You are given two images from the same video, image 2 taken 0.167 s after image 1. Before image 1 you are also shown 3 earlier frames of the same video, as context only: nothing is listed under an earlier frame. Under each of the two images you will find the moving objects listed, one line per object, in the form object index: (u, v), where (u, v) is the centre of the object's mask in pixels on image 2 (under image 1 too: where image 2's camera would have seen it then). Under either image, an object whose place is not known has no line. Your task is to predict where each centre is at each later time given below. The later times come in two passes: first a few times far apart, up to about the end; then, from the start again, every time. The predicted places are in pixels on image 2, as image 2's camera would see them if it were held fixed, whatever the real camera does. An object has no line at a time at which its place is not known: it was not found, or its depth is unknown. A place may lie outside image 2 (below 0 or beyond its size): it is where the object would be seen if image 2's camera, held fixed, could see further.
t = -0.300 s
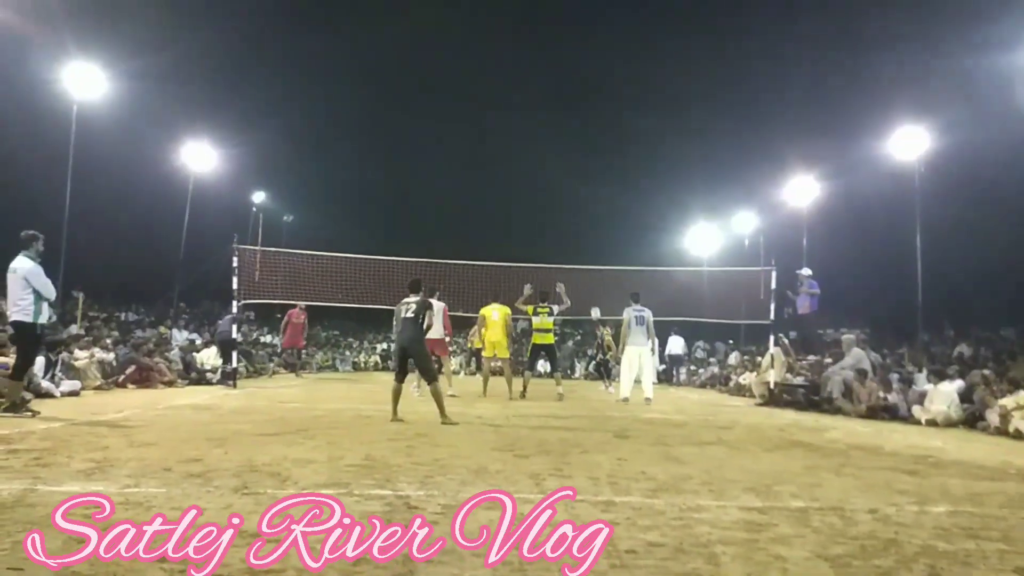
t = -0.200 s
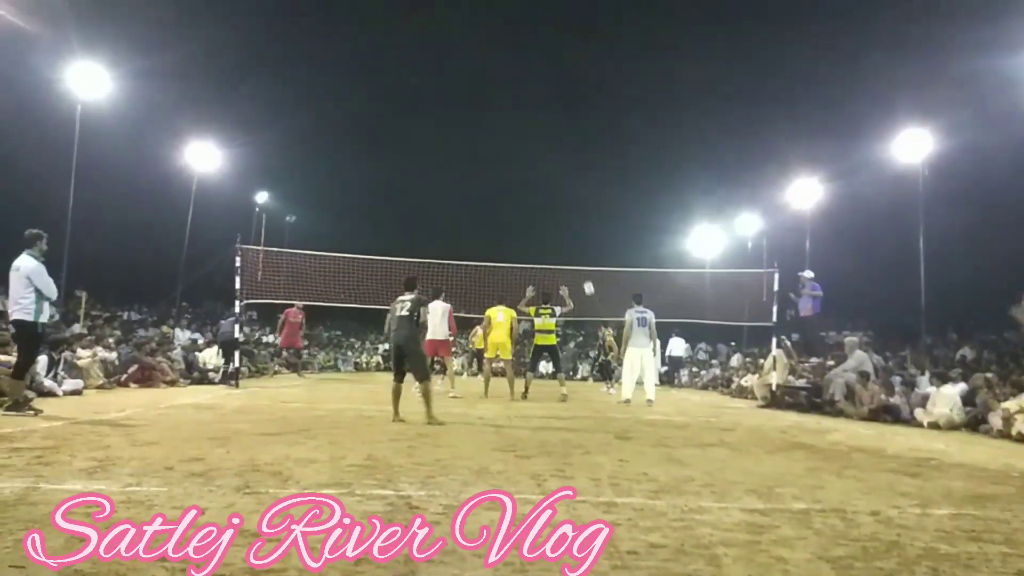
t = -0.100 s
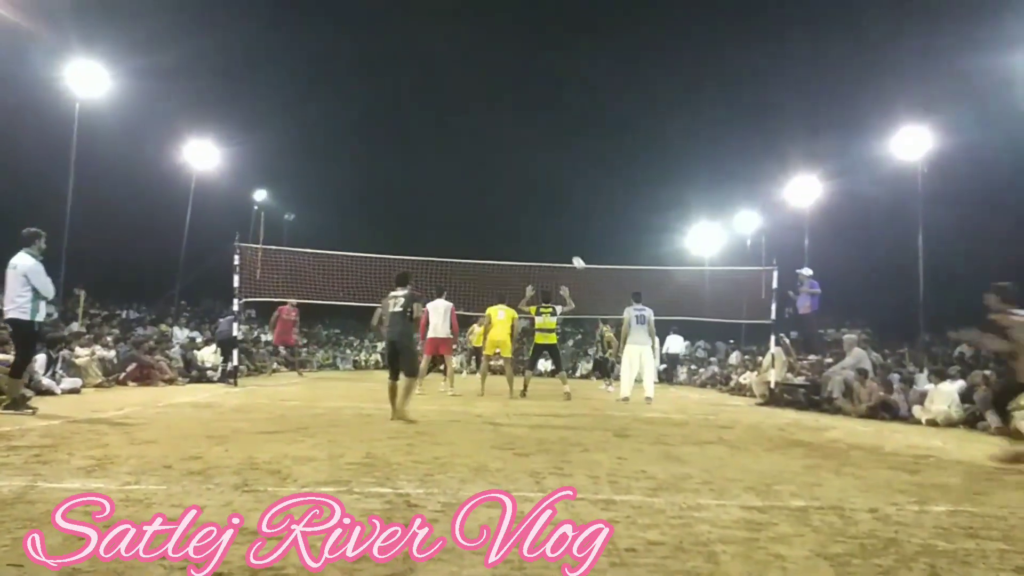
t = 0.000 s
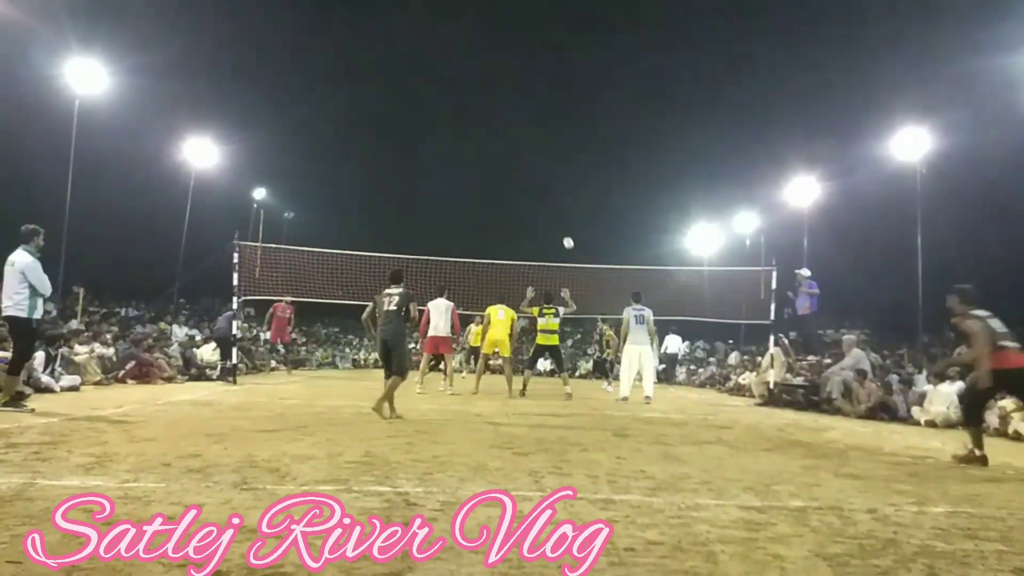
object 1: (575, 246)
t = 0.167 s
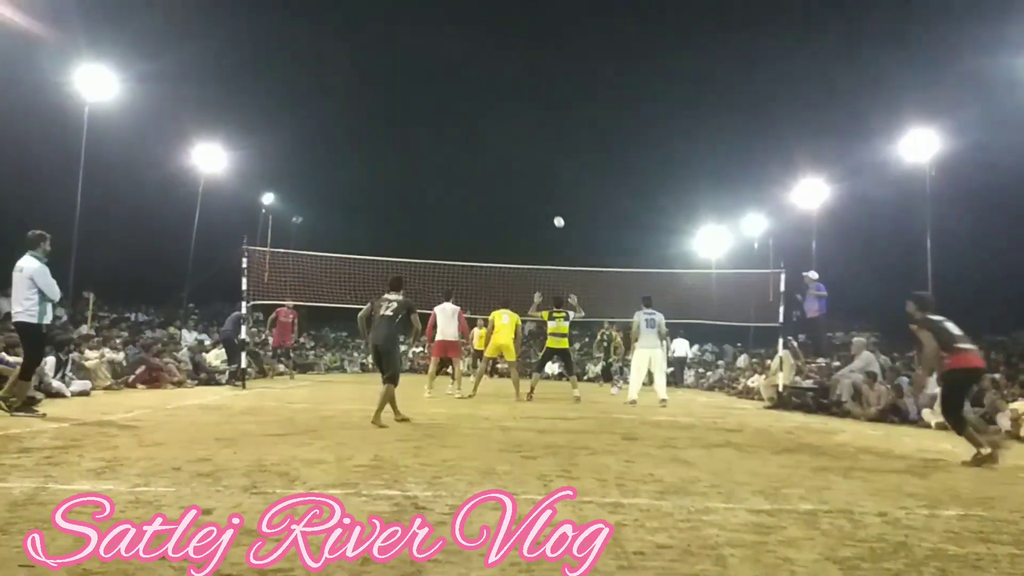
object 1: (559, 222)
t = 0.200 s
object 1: (555, 219)
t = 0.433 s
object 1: (530, 205)
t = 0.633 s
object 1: (506, 212)
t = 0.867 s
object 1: (476, 242)
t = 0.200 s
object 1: (555, 219)
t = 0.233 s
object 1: (552, 215)
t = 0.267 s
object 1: (548, 213)
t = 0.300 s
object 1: (545, 210)
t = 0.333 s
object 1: (541, 208)
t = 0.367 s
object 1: (537, 207)
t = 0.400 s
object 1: (534, 206)
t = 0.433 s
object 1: (530, 205)
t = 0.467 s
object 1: (526, 205)
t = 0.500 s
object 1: (523, 205)
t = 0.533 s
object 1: (518, 206)
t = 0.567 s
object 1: (514, 207)
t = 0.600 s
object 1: (510, 210)
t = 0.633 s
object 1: (506, 212)
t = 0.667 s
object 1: (502, 215)
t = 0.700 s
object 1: (498, 218)
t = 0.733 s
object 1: (494, 222)
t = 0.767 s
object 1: (489, 226)
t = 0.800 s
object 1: (485, 231)
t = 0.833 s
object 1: (480, 237)
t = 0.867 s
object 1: (476, 242)
